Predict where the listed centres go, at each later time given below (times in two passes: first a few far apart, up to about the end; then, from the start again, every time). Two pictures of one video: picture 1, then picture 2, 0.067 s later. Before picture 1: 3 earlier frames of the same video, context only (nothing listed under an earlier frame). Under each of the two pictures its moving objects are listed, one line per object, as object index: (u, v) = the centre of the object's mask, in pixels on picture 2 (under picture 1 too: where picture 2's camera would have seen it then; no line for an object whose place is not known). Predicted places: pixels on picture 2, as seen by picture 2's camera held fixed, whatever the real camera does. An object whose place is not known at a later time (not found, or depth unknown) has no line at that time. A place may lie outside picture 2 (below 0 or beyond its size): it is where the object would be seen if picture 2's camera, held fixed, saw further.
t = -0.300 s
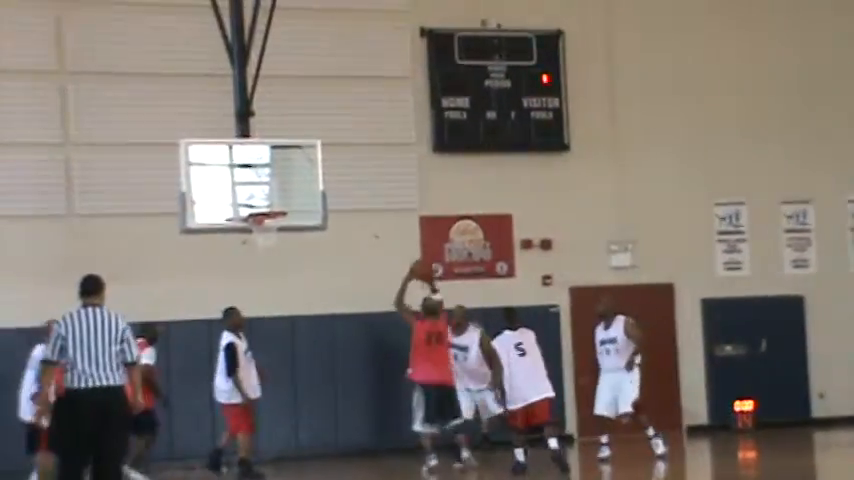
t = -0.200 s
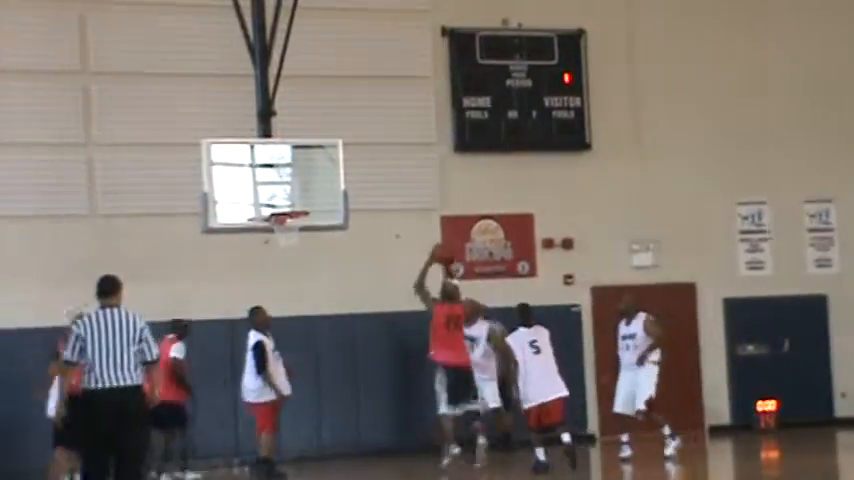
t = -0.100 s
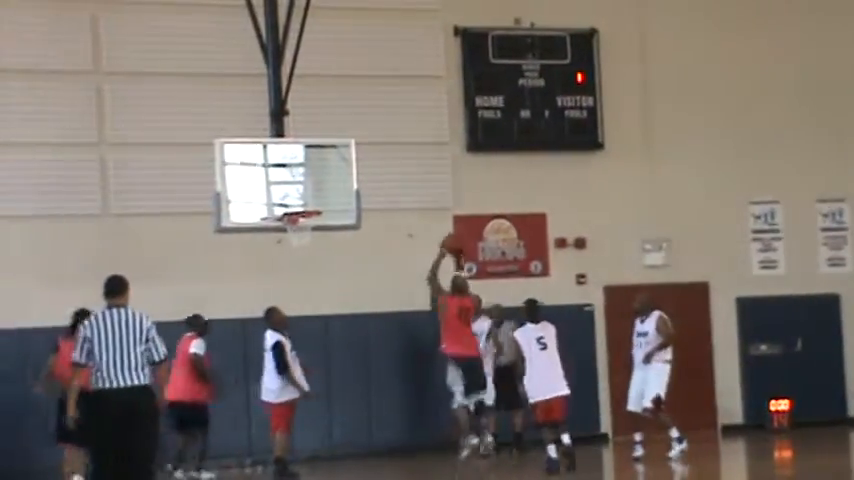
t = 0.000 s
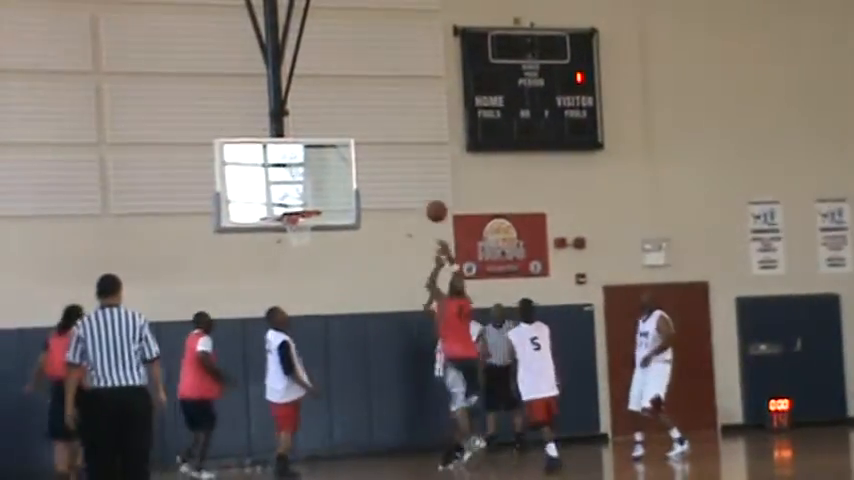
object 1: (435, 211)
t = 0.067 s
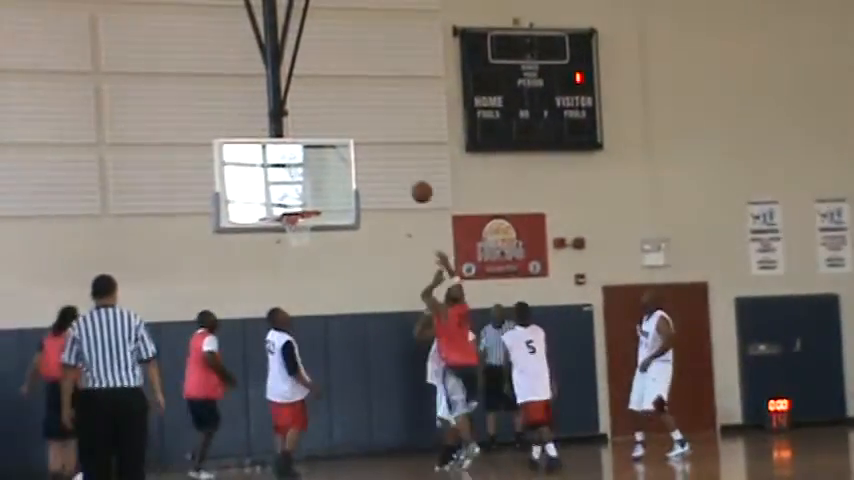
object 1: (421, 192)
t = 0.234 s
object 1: (388, 162)
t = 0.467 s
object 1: (346, 161)
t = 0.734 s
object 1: (305, 201)
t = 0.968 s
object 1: (298, 200)
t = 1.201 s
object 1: (316, 200)
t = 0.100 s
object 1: (415, 184)
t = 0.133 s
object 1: (407, 176)
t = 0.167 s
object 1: (401, 170)
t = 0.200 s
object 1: (394, 166)
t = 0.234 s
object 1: (388, 162)
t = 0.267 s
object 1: (382, 159)
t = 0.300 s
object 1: (375, 157)
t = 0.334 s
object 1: (369, 156)
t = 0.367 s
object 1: (364, 155)
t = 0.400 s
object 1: (357, 156)
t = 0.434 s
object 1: (352, 158)
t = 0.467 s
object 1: (346, 161)
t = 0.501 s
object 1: (340, 164)
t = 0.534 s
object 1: (334, 168)
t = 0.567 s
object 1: (328, 174)
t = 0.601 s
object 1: (323, 180)
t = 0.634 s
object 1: (318, 187)
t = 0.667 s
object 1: (313, 195)
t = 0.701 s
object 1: (308, 201)
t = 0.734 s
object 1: (305, 201)
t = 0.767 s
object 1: (303, 201)
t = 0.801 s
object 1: (300, 201)
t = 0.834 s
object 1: (298, 202)
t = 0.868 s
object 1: (296, 206)
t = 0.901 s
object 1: (294, 208)
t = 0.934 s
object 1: (296, 206)
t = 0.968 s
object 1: (298, 200)
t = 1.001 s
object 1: (301, 197)
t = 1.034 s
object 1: (304, 196)
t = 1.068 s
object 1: (306, 195)
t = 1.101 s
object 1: (309, 195)
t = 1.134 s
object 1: (311, 196)
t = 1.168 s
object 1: (313, 197)
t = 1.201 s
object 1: (316, 200)
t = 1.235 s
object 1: (318, 200)
